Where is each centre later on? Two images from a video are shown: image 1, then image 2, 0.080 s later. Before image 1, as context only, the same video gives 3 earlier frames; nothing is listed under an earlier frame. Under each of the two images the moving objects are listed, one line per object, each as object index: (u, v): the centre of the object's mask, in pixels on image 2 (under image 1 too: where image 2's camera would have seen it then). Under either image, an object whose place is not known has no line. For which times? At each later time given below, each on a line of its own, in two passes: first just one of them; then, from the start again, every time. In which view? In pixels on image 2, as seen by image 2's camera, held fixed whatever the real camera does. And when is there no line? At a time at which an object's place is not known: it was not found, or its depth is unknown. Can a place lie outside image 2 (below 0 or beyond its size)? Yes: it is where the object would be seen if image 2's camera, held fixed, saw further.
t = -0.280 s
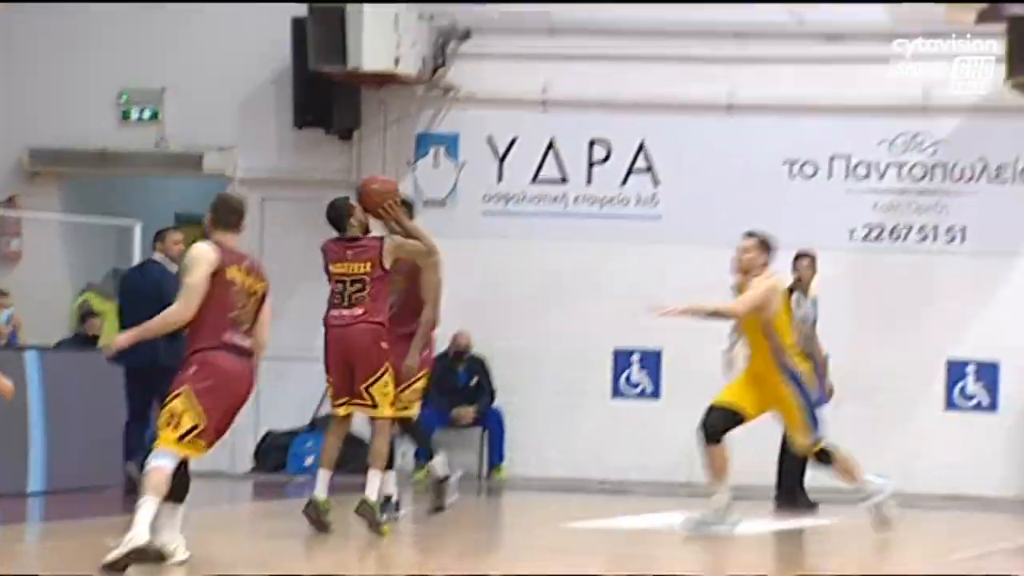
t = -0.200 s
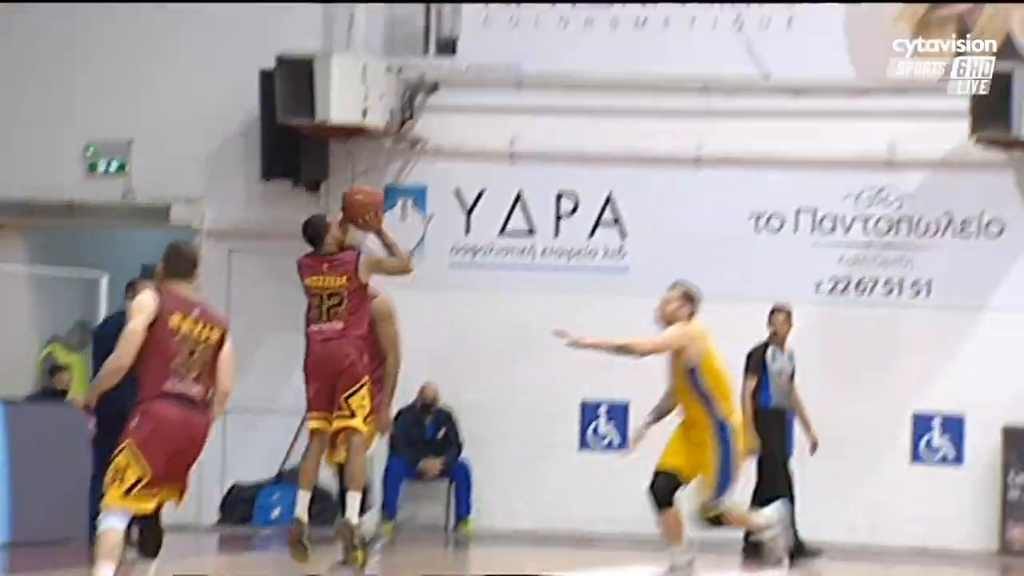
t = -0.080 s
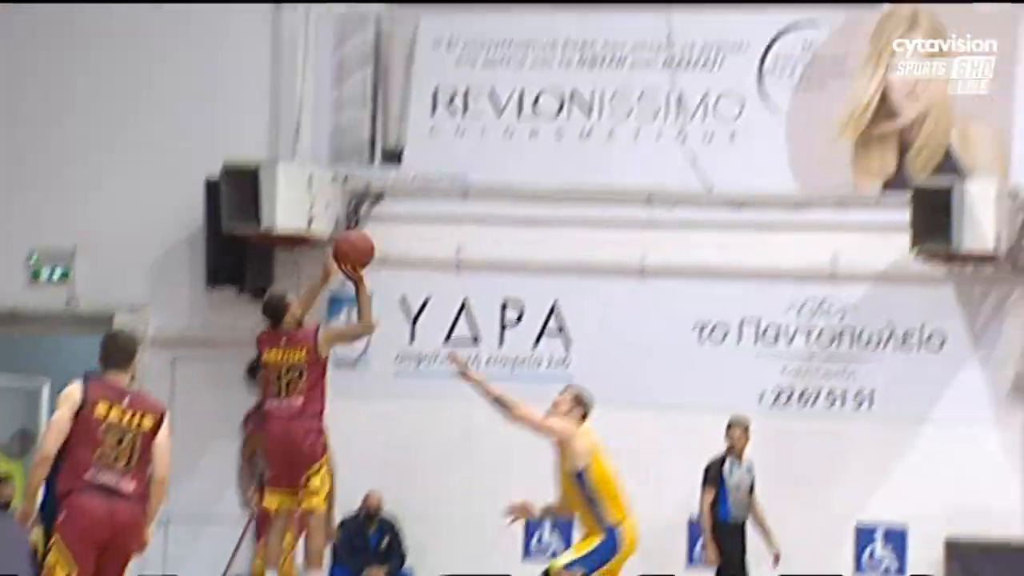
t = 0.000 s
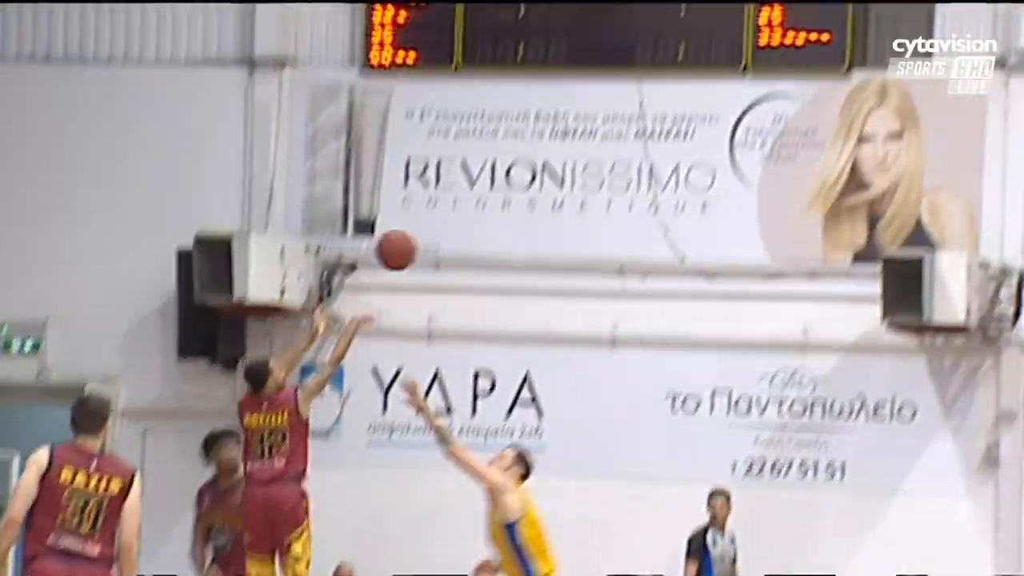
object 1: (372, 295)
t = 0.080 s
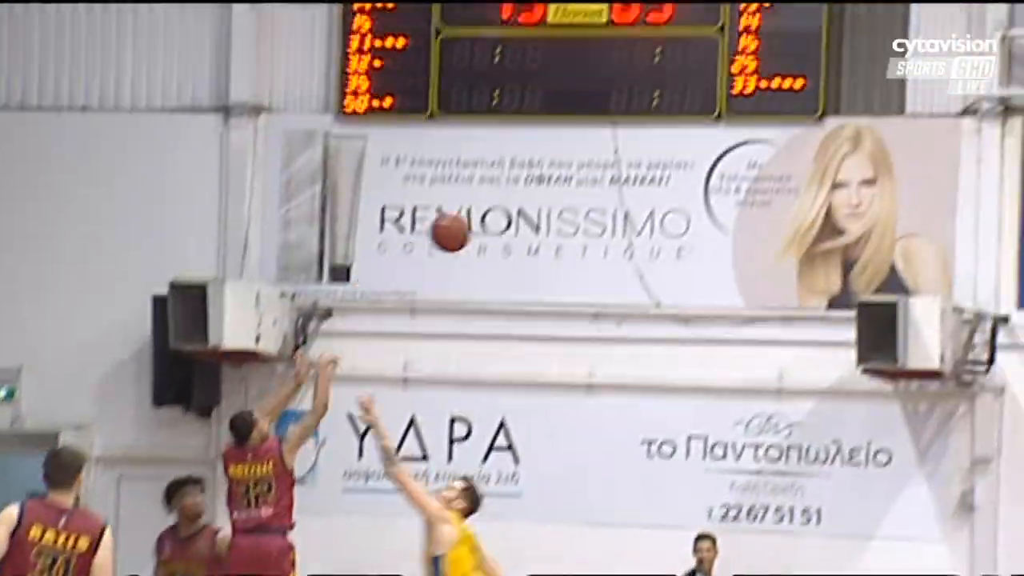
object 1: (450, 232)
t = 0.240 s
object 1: (599, 138)
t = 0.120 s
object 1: (489, 204)
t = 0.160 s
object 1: (526, 179)
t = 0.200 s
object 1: (563, 157)
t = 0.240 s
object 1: (599, 138)
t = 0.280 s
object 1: (635, 121)
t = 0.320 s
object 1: (671, 106)
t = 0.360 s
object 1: (707, 96)
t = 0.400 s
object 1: (741, 87)
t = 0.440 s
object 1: (777, 79)
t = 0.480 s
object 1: (811, 75)
